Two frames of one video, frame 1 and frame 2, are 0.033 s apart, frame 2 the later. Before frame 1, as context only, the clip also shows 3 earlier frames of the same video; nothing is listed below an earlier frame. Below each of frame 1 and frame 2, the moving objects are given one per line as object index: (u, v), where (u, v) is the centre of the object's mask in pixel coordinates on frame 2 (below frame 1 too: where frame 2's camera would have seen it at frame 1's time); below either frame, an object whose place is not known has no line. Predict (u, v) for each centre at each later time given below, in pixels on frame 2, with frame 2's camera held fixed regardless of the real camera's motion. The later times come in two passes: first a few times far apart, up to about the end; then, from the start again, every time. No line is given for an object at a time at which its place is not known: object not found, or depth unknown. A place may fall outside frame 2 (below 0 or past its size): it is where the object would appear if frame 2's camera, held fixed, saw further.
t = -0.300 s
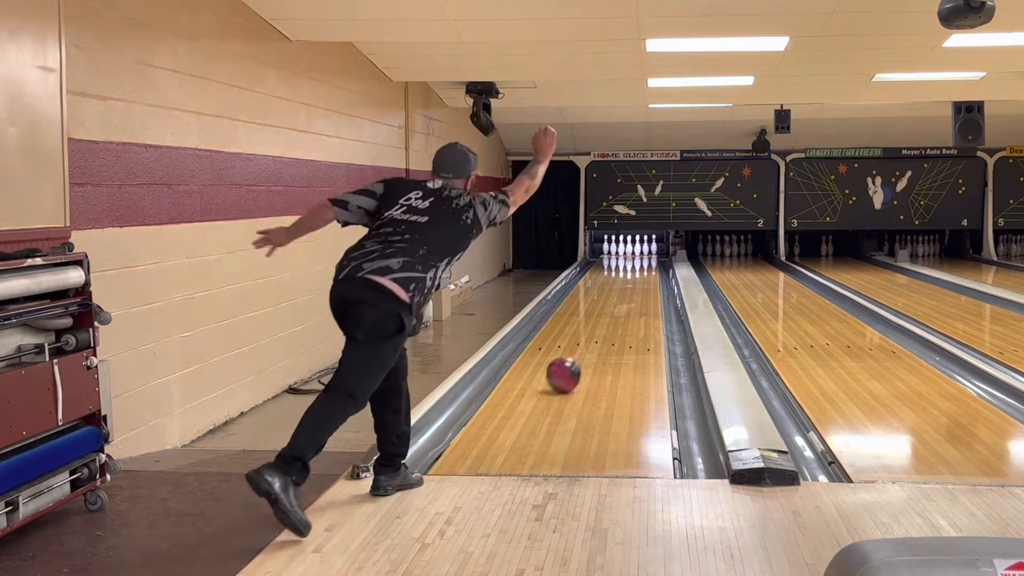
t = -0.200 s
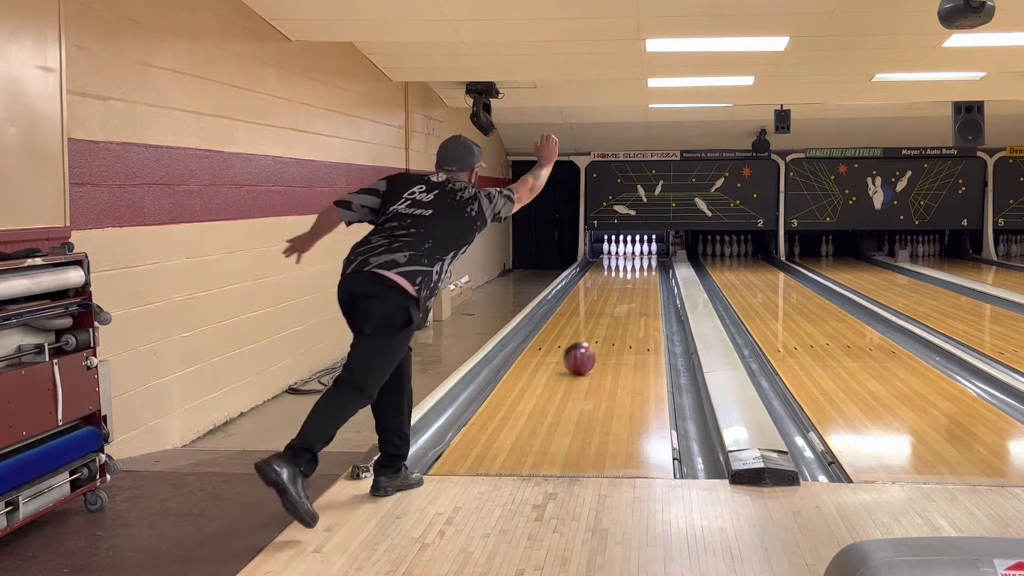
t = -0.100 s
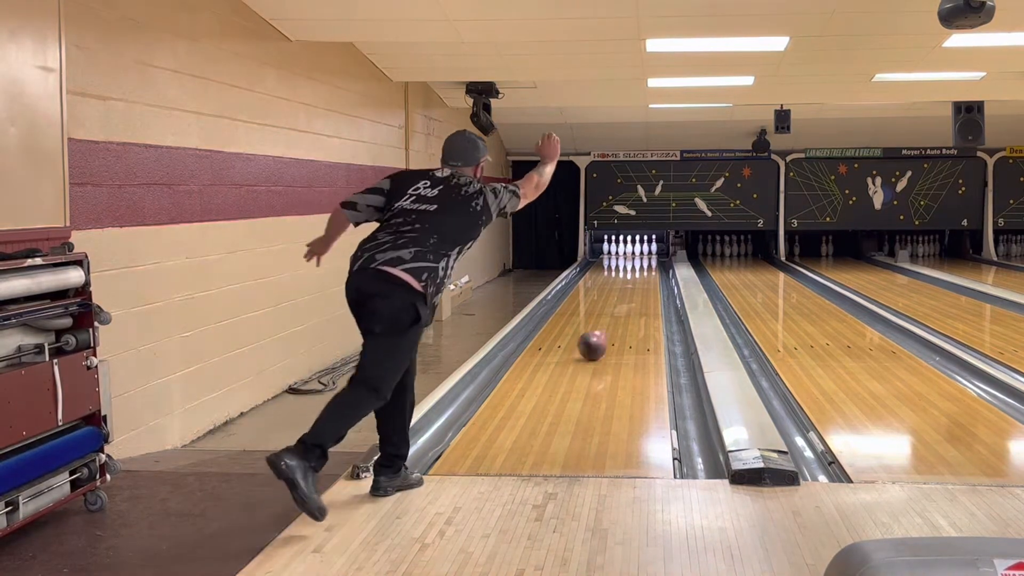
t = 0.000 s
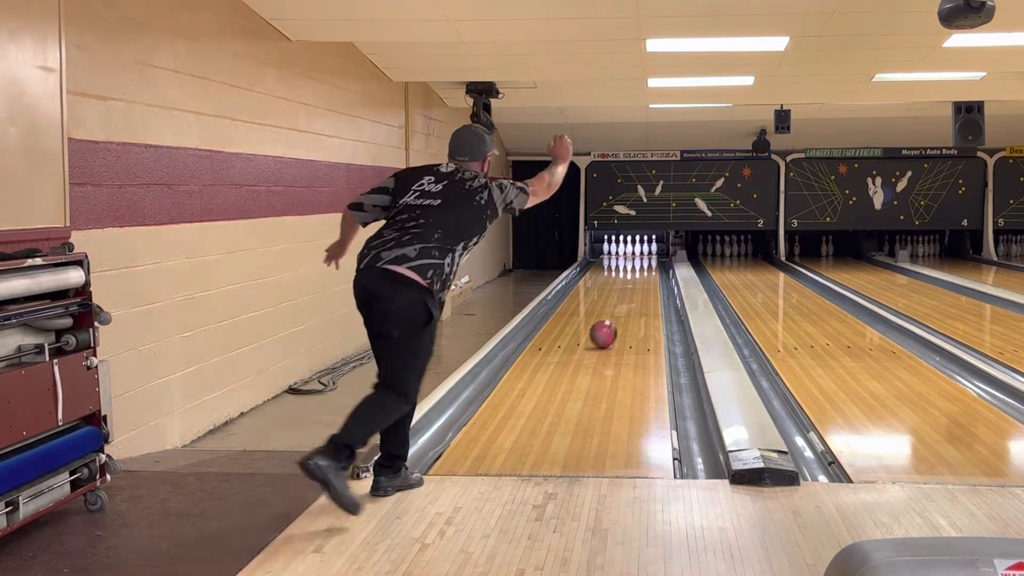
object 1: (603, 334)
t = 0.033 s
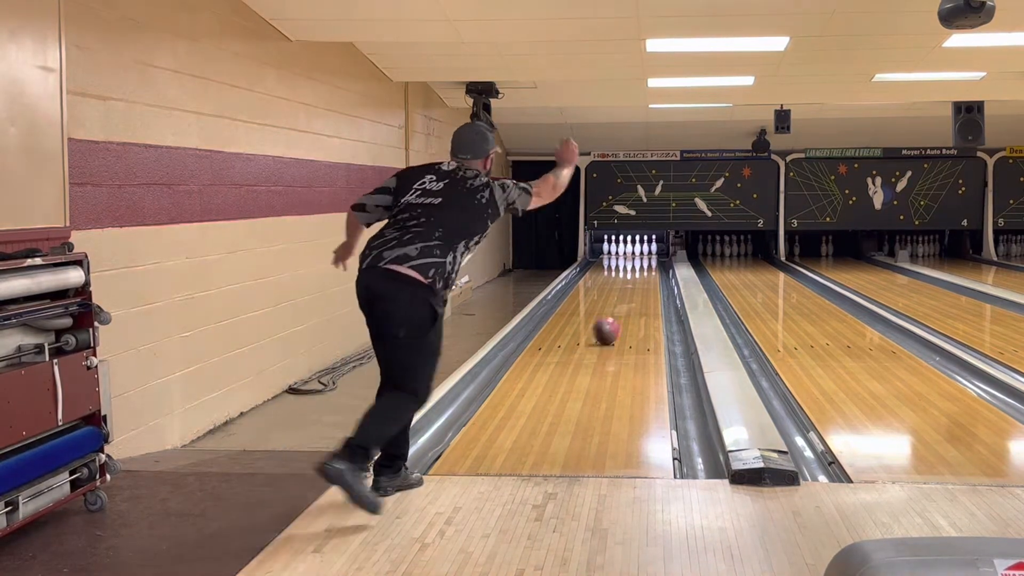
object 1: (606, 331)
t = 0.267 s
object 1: (623, 312)
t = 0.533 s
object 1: (636, 295)
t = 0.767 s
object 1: (644, 285)
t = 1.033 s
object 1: (649, 274)
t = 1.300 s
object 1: (650, 267)
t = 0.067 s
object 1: (609, 328)
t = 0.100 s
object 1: (612, 325)
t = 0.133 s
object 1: (614, 322)
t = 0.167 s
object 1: (617, 319)
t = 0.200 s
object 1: (619, 317)
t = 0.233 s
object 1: (621, 314)
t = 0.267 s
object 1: (623, 312)
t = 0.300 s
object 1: (626, 310)
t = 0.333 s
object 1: (628, 307)
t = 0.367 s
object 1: (629, 305)
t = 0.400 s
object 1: (631, 303)
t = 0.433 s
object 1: (632, 301)
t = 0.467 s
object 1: (634, 299)
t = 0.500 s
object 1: (635, 298)
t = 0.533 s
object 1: (636, 295)
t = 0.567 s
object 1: (638, 294)
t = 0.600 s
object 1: (639, 292)
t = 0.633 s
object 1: (640, 290)
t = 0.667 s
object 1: (641, 289)
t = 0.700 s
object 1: (642, 287)
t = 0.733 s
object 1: (643, 286)
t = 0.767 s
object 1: (644, 285)
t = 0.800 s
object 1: (645, 283)
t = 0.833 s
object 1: (646, 281)
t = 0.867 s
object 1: (647, 280)
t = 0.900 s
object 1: (647, 279)
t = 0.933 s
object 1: (648, 278)
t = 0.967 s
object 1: (648, 277)
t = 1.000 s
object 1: (649, 275)
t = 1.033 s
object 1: (649, 274)
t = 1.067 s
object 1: (649, 274)
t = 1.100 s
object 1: (650, 273)
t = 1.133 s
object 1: (650, 272)
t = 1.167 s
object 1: (650, 270)
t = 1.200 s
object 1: (650, 270)
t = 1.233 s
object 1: (650, 269)
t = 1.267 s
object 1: (650, 268)
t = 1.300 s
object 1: (650, 267)
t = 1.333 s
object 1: (650, 266)
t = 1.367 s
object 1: (649, 265)
